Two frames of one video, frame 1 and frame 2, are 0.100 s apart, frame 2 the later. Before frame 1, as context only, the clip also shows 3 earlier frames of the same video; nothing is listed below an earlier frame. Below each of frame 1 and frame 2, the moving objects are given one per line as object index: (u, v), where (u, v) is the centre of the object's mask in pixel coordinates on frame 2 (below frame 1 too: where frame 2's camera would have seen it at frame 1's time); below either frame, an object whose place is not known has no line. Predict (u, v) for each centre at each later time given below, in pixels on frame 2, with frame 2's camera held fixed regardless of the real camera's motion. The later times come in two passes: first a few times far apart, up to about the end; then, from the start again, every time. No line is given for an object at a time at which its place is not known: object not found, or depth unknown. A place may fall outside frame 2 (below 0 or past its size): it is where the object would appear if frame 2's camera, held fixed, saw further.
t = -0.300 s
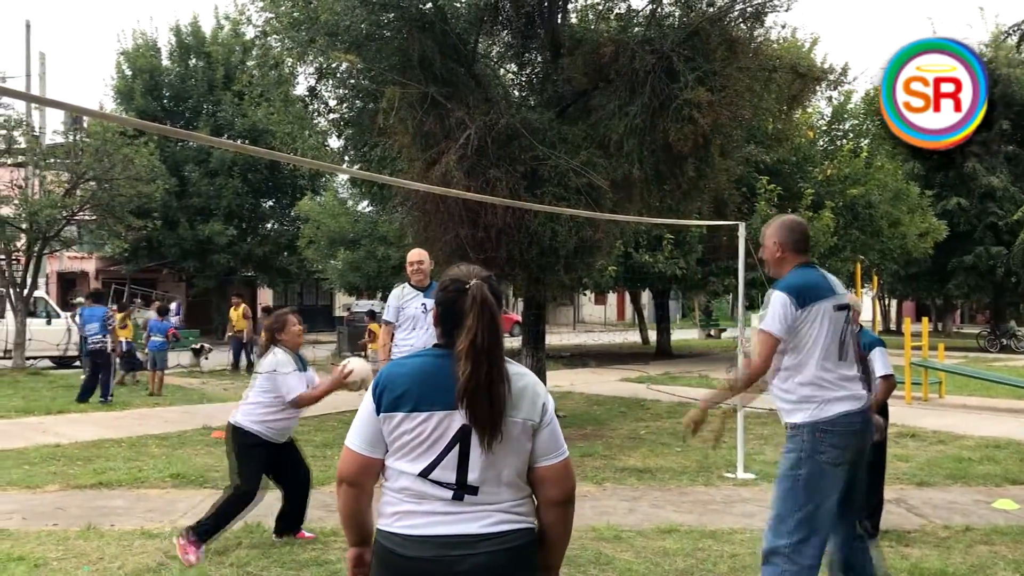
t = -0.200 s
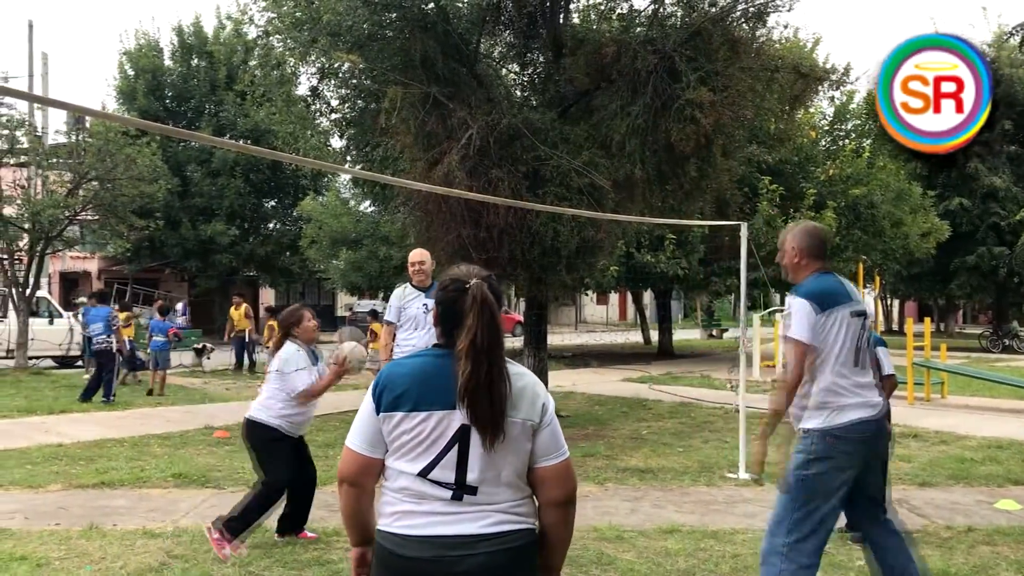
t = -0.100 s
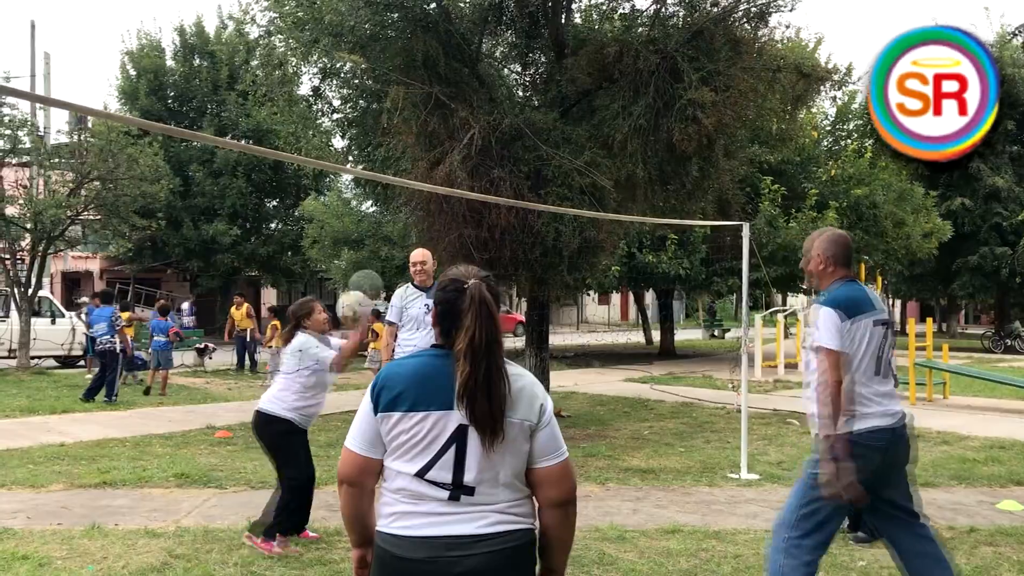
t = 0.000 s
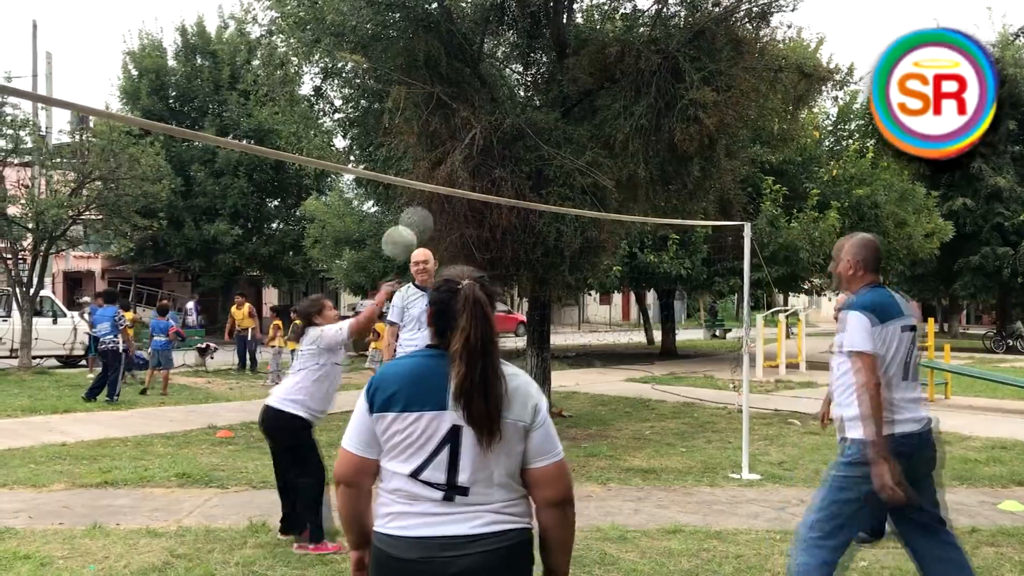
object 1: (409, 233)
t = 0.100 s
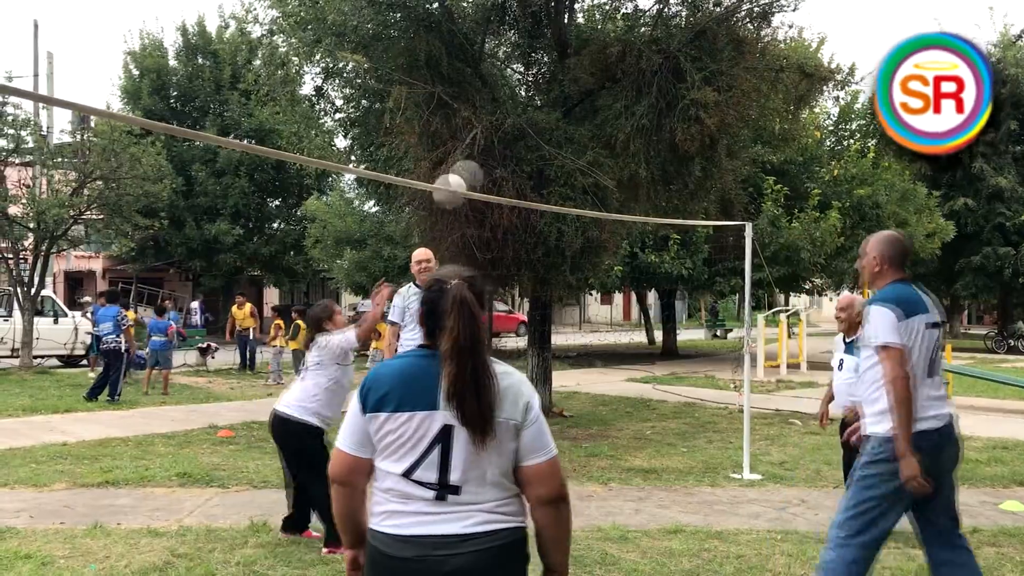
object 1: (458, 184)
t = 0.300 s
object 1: (553, 131)
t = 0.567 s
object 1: (677, 161)
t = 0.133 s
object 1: (475, 170)
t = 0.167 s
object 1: (490, 160)
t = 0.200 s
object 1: (506, 150)
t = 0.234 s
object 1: (522, 142)
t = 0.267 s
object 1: (537, 136)
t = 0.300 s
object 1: (553, 131)
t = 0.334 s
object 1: (568, 130)
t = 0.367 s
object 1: (584, 129)
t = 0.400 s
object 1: (600, 130)
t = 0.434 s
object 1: (616, 133)
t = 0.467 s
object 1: (631, 137)
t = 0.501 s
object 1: (646, 144)
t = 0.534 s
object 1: (662, 151)
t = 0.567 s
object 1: (677, 161)
